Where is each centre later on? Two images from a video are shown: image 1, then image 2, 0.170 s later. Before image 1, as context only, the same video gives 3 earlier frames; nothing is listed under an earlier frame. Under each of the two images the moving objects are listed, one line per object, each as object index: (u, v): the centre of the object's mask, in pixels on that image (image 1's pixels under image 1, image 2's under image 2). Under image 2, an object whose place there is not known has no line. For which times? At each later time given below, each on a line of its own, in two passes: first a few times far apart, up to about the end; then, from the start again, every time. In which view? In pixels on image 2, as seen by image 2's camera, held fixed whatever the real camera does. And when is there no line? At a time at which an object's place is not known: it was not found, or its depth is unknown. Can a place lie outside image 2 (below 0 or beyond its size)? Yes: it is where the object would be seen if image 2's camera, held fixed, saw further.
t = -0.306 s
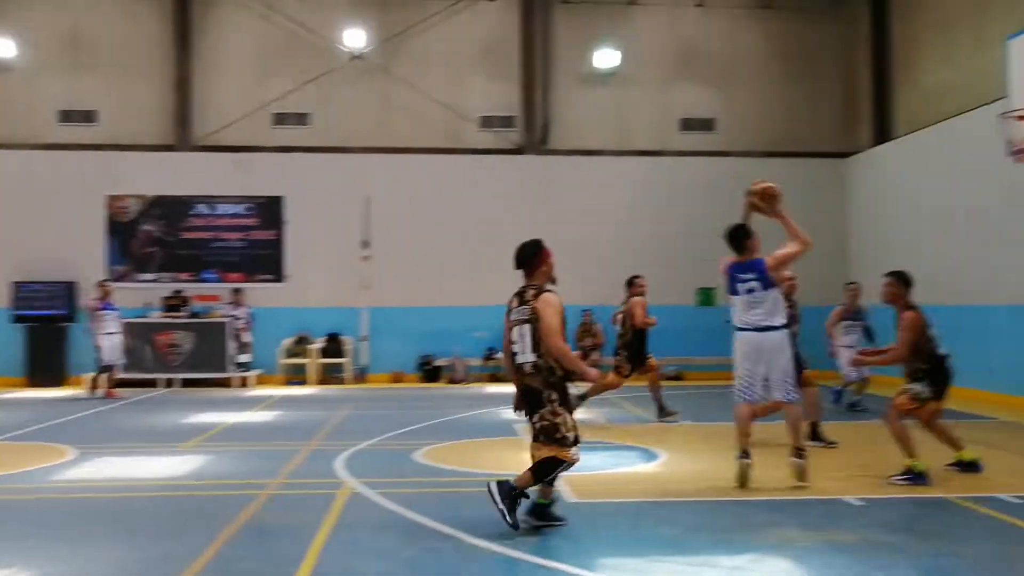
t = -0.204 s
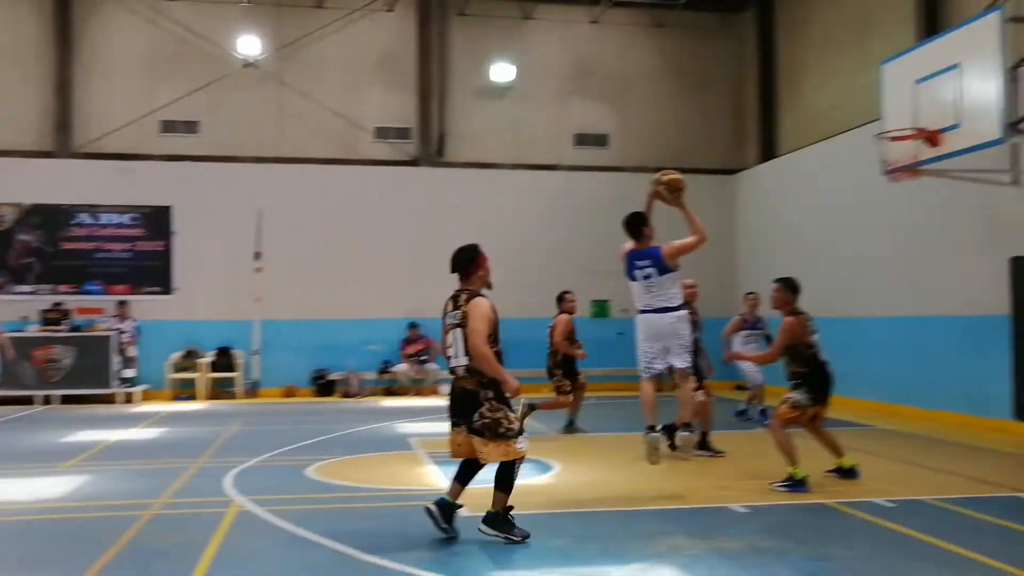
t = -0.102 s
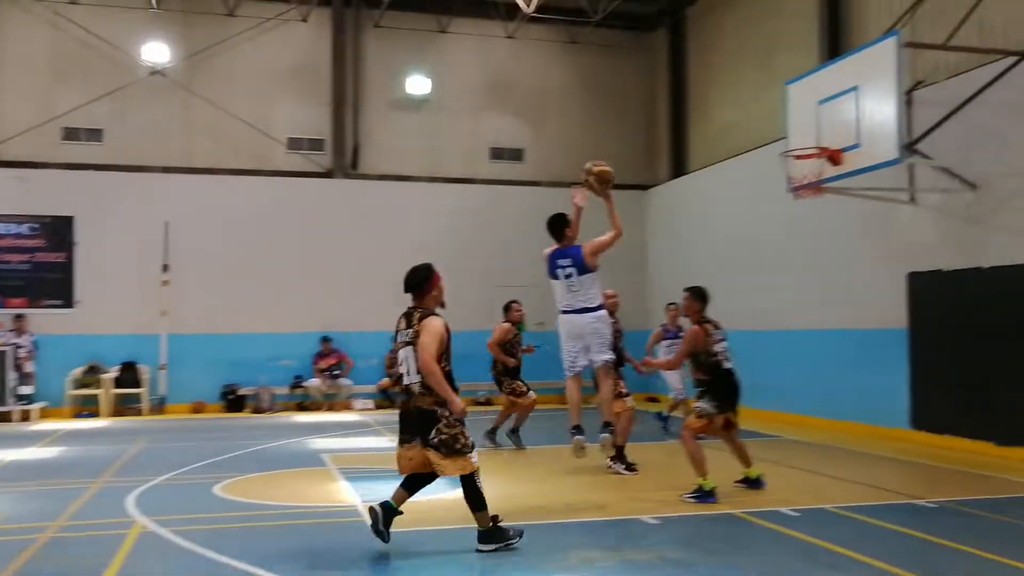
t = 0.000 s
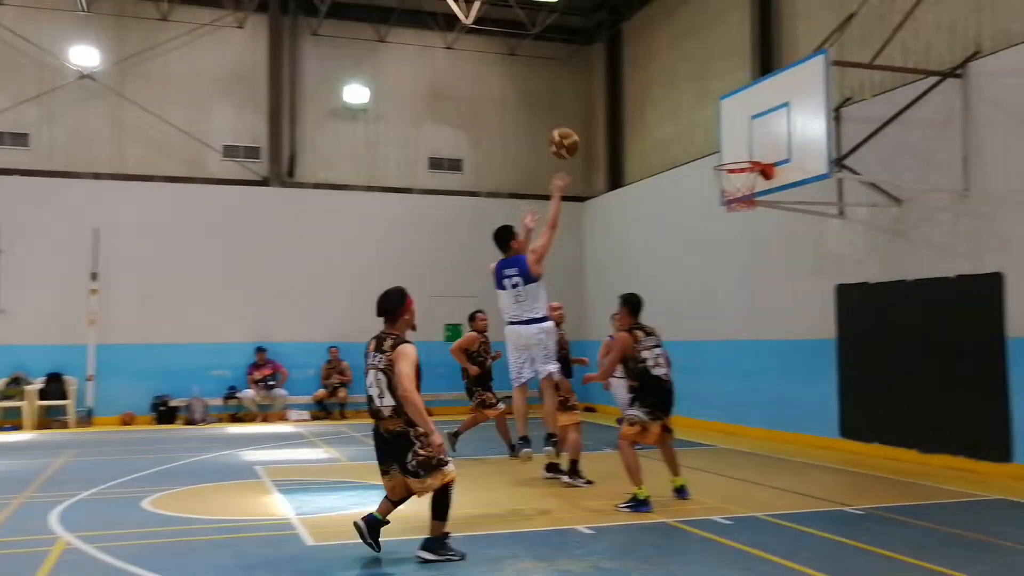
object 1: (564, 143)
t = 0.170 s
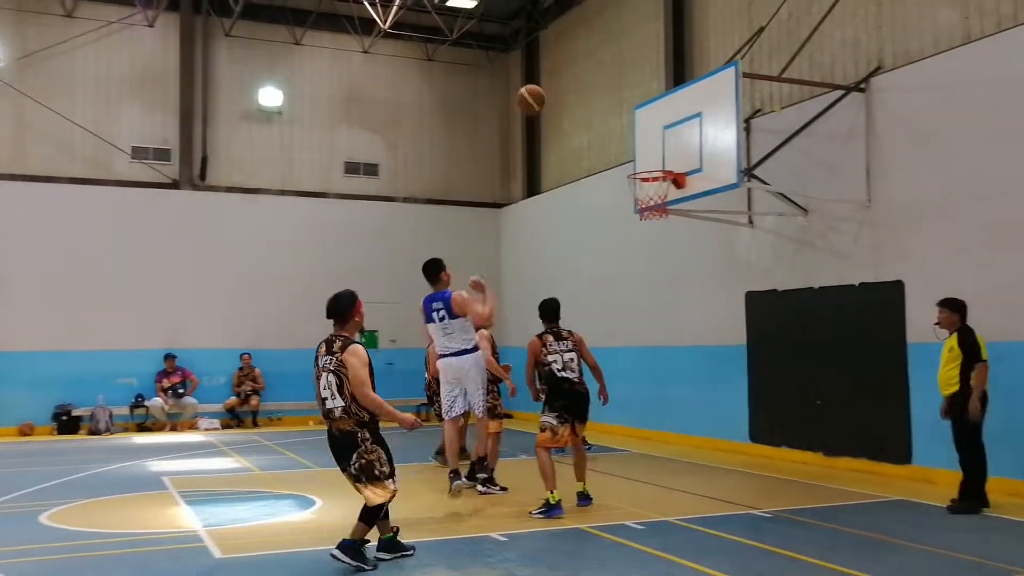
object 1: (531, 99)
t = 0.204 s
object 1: (540, 94)
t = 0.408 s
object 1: (591, 88)
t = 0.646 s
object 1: (643, 134)
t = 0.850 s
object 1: (629, 163)
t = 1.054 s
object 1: (595, 148)
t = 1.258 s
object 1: (561, 178)
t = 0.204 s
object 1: (540, 94)
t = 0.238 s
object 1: (549, 90)
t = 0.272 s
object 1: (558, 87)
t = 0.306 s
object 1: (566, 85)
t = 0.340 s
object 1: (575, 85)
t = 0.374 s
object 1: (582, 86)
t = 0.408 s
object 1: (591, 88)
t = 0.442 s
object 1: (599, 92)
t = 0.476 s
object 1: (606, 97)
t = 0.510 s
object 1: (614, 103)
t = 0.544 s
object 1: (621, 109)
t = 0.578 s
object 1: (629, 117)
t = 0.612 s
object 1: (637, 126)
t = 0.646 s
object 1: (643, 134)
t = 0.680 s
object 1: (650, 145)
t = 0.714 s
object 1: (657, 158)
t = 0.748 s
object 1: (662, 166)
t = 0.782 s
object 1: (651, 164)
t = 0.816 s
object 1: (637, 165)
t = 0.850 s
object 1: (629, 163)
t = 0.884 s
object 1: (623, 158)
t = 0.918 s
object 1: (617, 153)
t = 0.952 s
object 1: (612, 149)
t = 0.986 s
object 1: (606, 147)
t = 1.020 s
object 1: (600, 147)
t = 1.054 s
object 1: (595, 148)
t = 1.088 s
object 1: (589, 150)
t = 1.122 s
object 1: (585, 151)
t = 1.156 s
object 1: (579, 157)
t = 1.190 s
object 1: (574, 162)
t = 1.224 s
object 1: (569, 168)
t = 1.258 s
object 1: (561, 178)
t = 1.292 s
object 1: (555, 187)
